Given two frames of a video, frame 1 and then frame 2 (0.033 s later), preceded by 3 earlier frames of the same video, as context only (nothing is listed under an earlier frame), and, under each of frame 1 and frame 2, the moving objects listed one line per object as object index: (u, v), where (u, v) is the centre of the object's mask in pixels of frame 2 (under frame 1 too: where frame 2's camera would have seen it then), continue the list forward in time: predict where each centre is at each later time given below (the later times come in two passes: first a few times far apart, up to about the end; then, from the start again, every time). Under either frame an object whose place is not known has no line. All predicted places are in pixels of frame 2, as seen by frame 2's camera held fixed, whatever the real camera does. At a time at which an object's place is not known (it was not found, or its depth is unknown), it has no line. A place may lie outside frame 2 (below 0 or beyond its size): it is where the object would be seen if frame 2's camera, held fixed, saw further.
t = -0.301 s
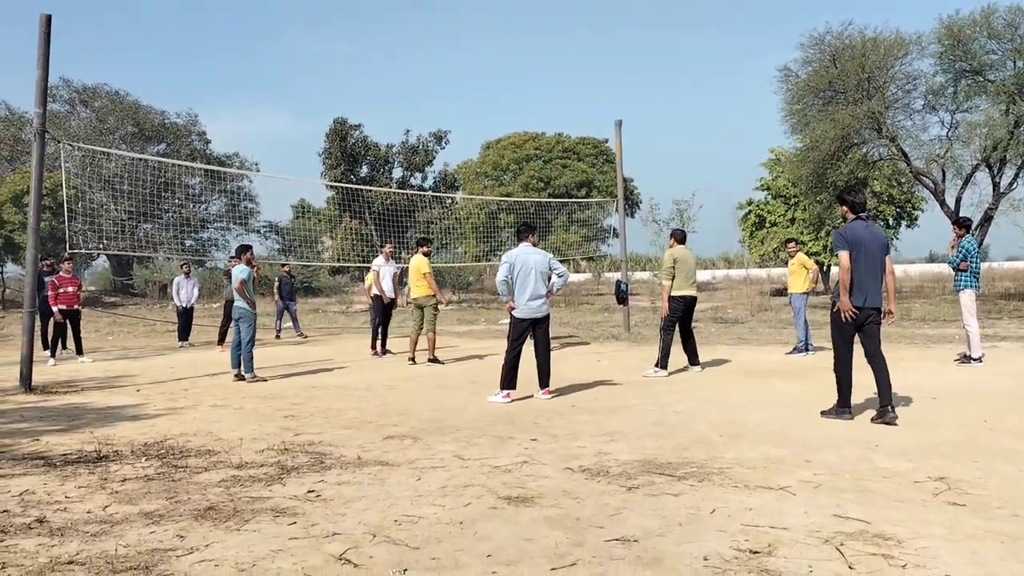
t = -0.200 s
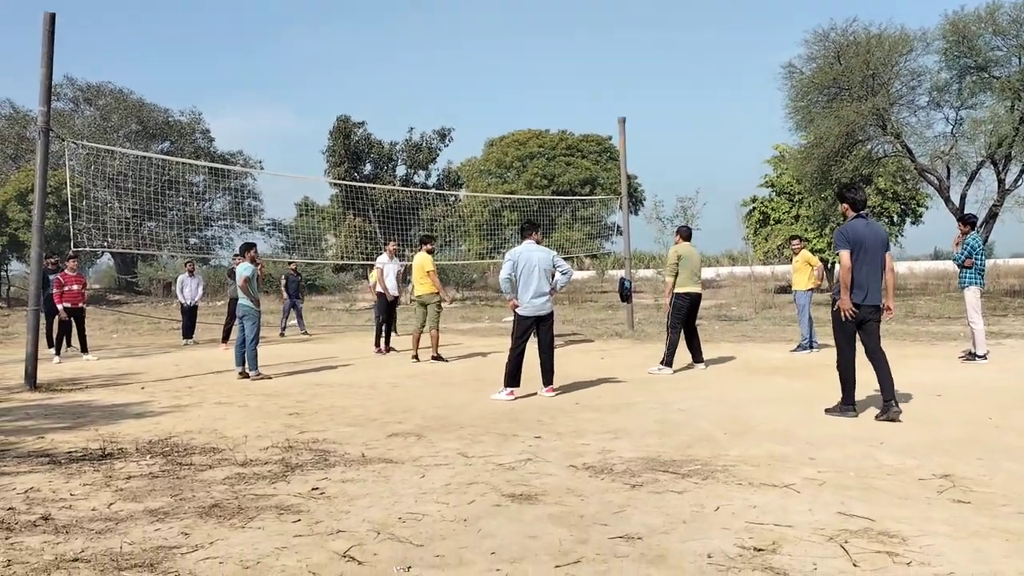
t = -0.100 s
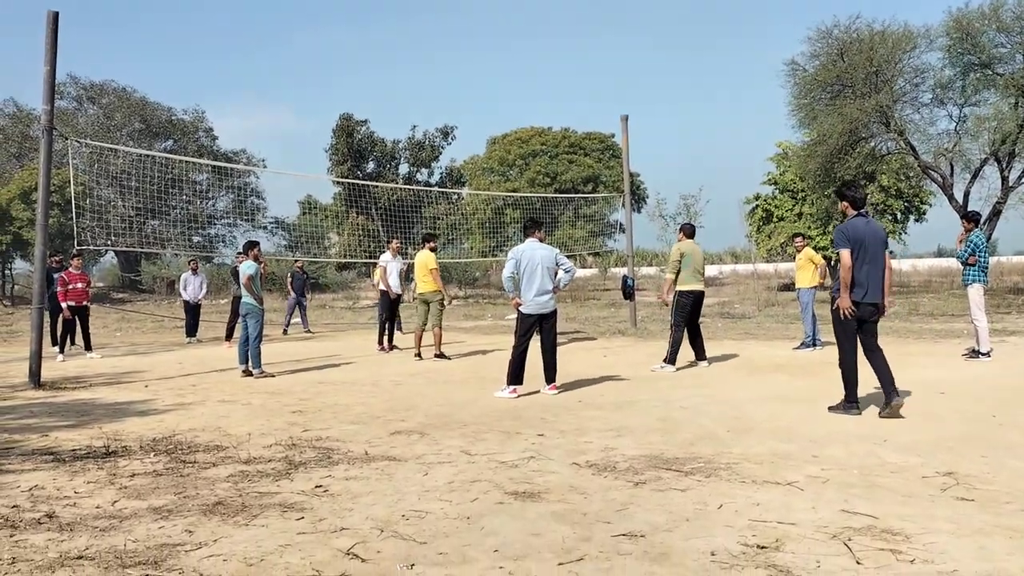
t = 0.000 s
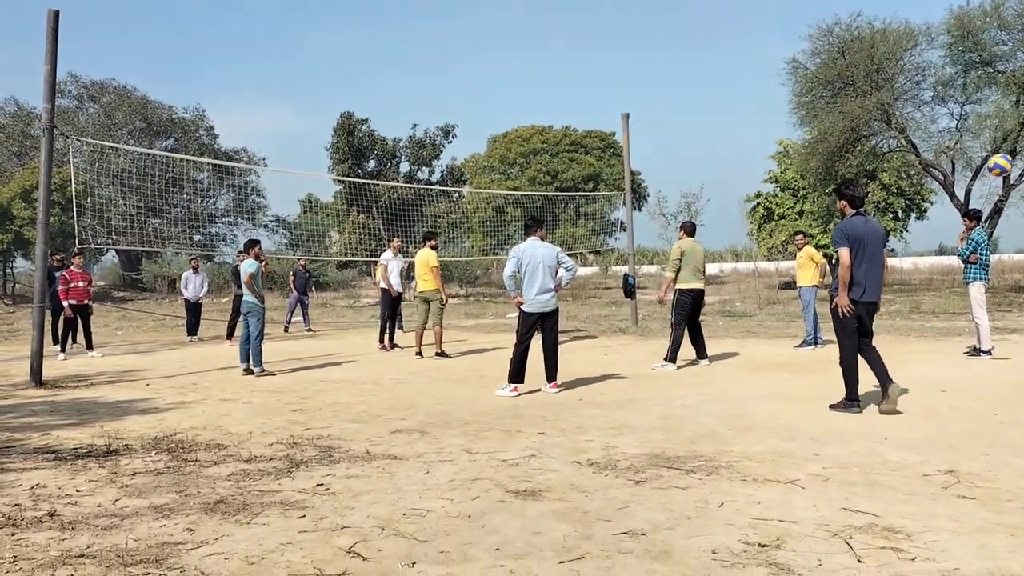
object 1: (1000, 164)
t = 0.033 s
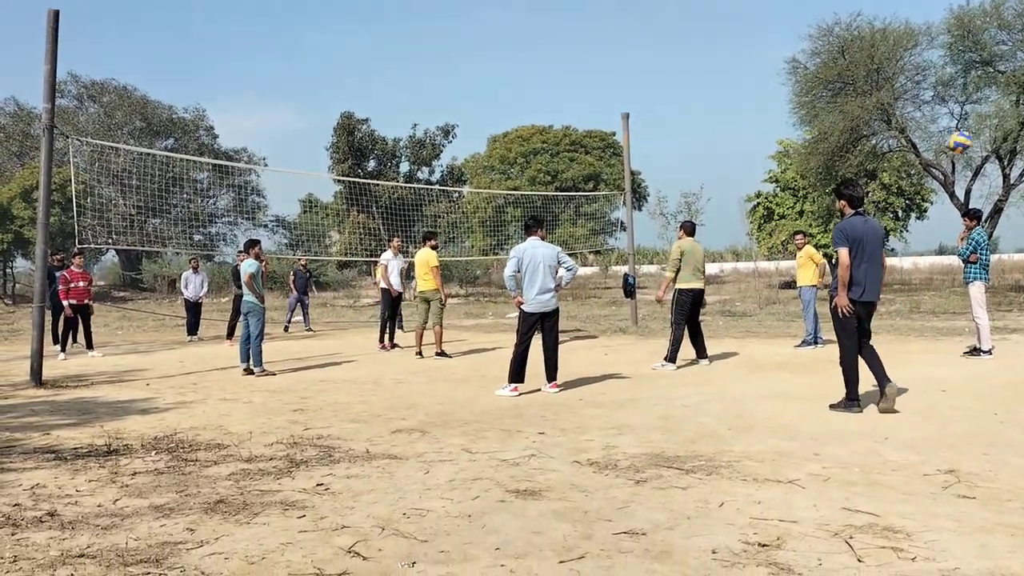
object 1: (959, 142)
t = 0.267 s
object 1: (725, 43)
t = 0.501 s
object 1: (551, 17)
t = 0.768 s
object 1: (402, 46)
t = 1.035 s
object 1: (294, 118)
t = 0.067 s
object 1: (922, 122)
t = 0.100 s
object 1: (885, 104)
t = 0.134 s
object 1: (849, 86)
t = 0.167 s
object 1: (815, 72)
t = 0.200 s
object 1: (784, 62)
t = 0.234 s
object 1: (754, 51)
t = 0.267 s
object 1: (725, 43)
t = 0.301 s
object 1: (697, 35)
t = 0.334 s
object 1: (670, 29)
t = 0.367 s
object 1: (644, 24)
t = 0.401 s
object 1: (619, 21)
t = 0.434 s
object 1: (595, 18)
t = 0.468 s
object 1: (572, 17)
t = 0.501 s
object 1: (551, 17)
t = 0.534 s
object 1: (529, 18)
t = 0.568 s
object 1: (509, 19)
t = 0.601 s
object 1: (488, 22)
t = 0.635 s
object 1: (470, 25)
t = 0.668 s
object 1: (452, 30)
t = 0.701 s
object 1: (434, 34)
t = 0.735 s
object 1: (418, 40)
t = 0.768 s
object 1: (402, 46)
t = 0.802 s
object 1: (387, 53)
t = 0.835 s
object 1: (372, 60)
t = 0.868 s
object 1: (358, 69)
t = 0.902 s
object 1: (344, 78)
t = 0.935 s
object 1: (331, 87)
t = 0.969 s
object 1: (318, 97)
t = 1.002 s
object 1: (306, 107)
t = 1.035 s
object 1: (294, 118)
